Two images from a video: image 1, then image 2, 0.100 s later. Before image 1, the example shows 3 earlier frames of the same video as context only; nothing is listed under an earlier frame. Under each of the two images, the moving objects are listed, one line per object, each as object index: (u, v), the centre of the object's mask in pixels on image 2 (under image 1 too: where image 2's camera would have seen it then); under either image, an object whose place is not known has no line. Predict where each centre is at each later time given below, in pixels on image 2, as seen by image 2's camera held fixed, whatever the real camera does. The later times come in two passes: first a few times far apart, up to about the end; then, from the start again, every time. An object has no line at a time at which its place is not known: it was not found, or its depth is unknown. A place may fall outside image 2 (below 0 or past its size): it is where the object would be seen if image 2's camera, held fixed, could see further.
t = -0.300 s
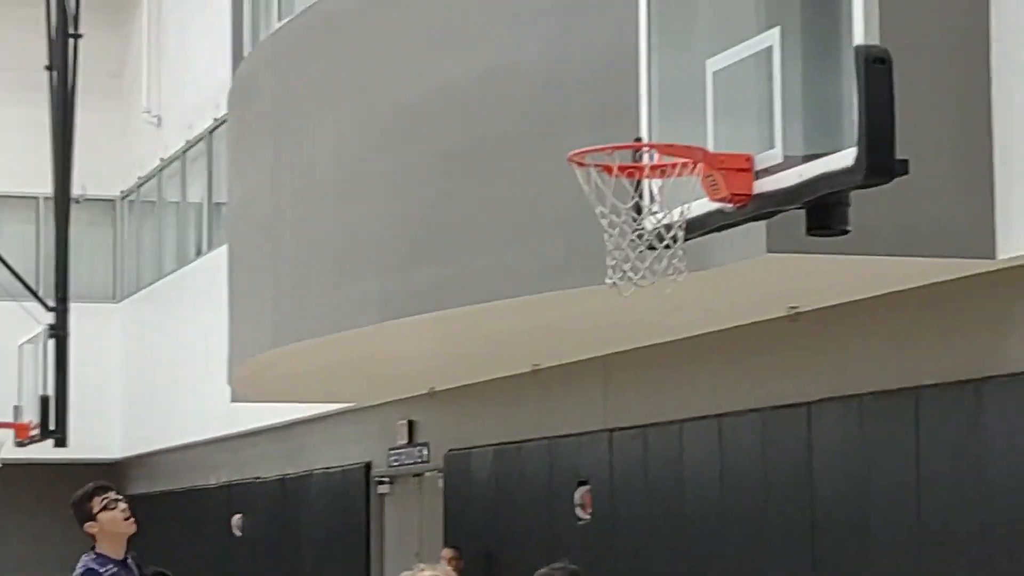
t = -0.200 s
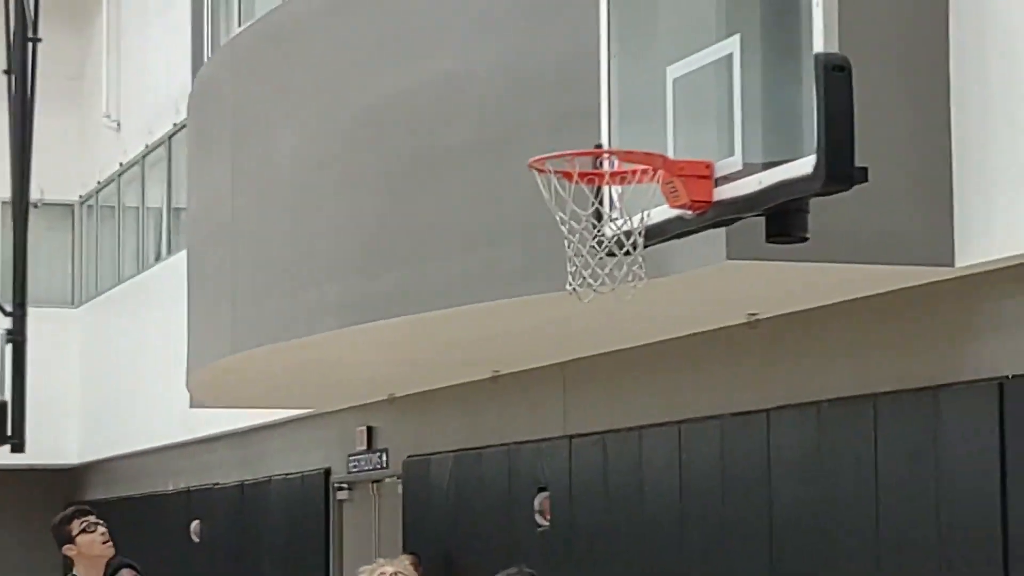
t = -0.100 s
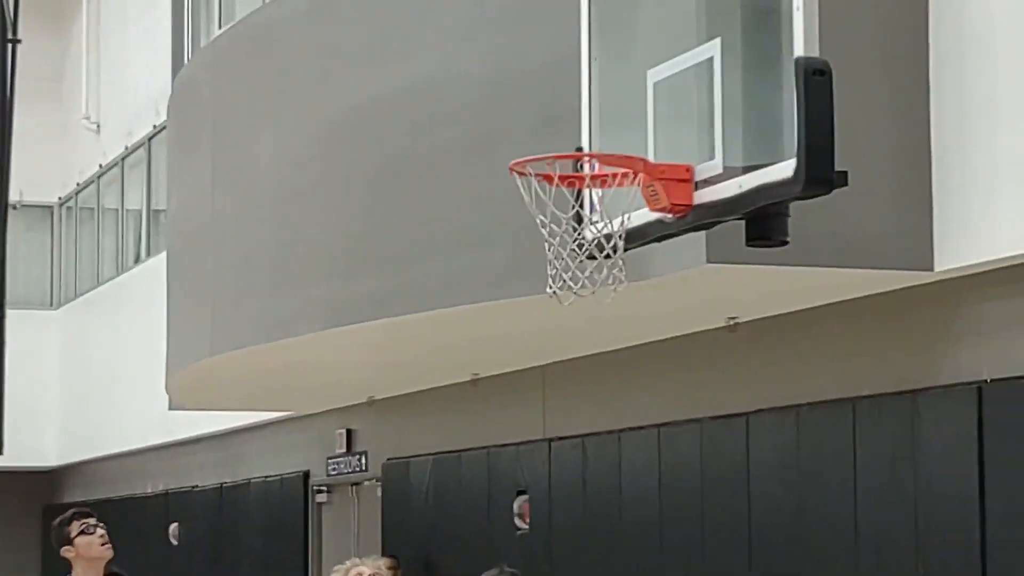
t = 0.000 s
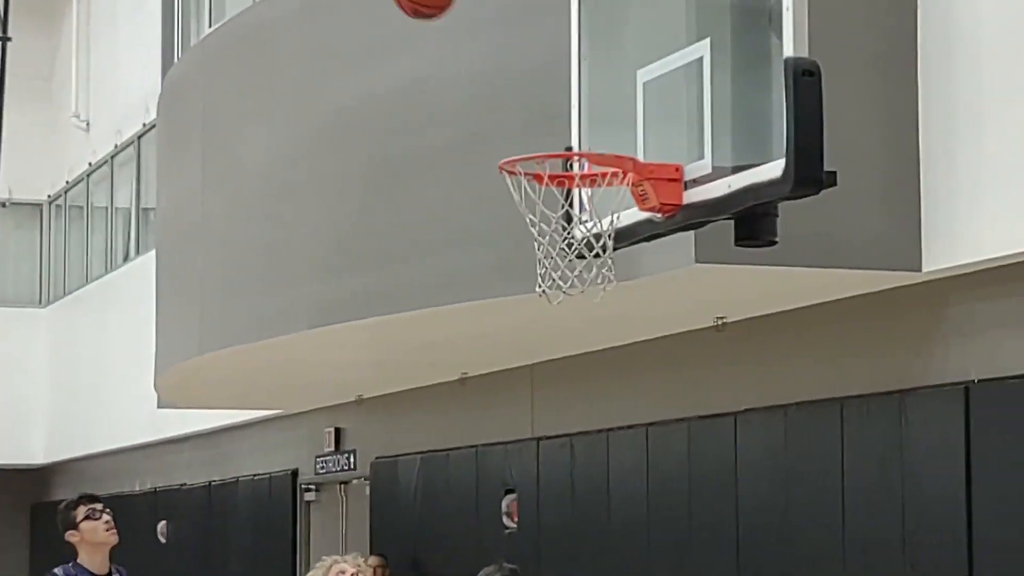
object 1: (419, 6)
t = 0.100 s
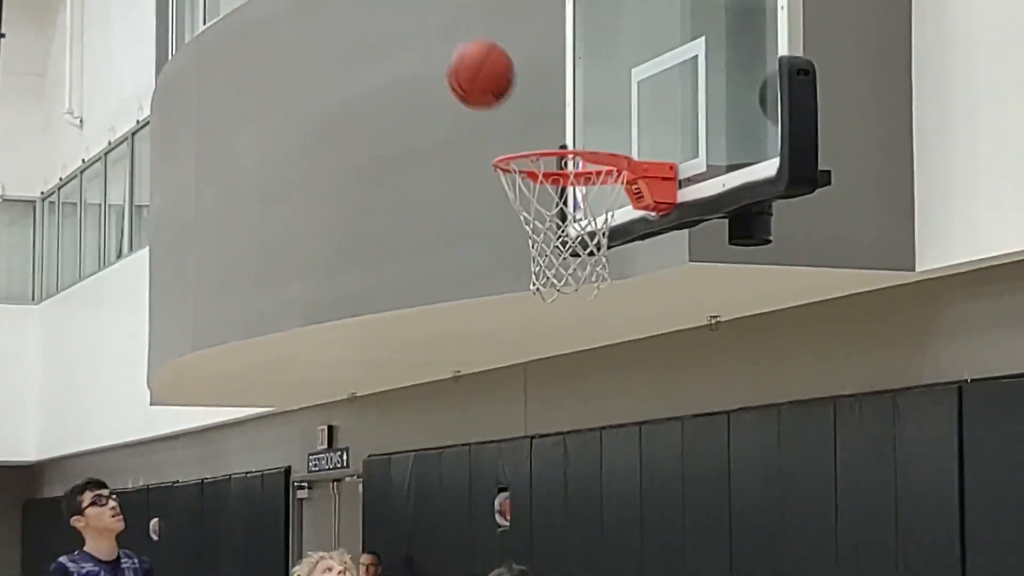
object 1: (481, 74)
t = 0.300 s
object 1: (582, 183)
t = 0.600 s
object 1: (551, 250)
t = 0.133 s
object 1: (502, 111)
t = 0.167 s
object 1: (521, 134)
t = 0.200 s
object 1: (545, 148)
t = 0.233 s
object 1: (567, 159)
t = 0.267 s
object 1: (584, 171)
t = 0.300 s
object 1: (582, 183)
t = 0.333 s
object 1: (582, 189)
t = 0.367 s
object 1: (581, 201)
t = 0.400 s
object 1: (578, 214)
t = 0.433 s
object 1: (576, 220)
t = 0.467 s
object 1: (569, 225)
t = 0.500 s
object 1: (564, 228)
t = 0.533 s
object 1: (559, 233)
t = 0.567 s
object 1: (553, 240)
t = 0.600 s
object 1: (551, 250)
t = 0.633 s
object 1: (546, 261)
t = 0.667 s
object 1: (542, 276)
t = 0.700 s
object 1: (537, 300)
